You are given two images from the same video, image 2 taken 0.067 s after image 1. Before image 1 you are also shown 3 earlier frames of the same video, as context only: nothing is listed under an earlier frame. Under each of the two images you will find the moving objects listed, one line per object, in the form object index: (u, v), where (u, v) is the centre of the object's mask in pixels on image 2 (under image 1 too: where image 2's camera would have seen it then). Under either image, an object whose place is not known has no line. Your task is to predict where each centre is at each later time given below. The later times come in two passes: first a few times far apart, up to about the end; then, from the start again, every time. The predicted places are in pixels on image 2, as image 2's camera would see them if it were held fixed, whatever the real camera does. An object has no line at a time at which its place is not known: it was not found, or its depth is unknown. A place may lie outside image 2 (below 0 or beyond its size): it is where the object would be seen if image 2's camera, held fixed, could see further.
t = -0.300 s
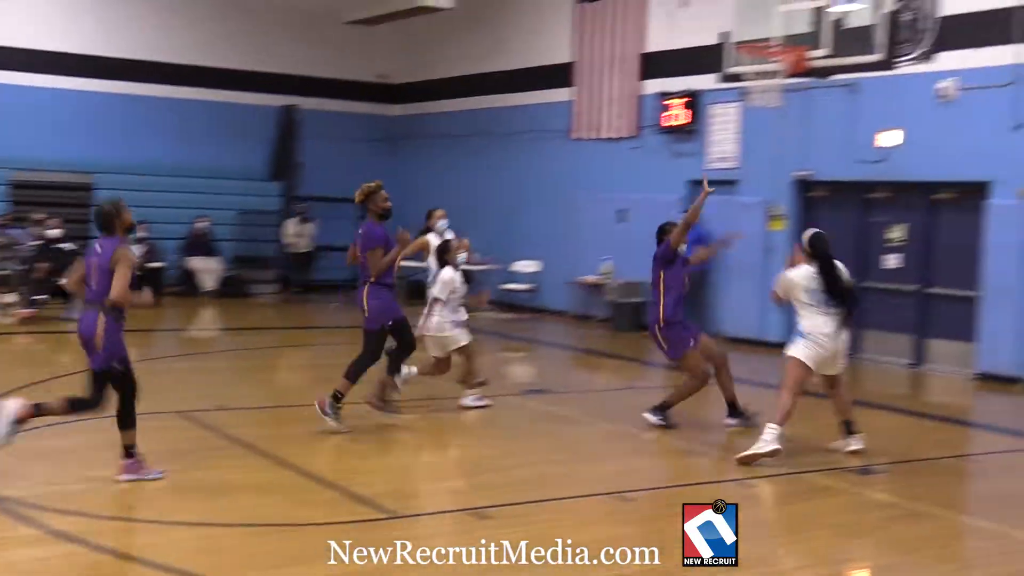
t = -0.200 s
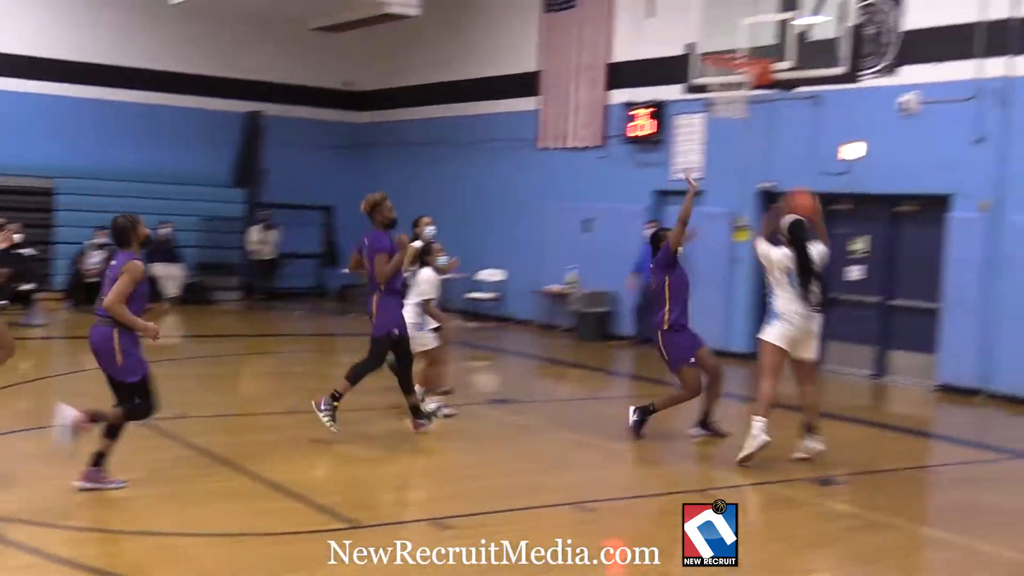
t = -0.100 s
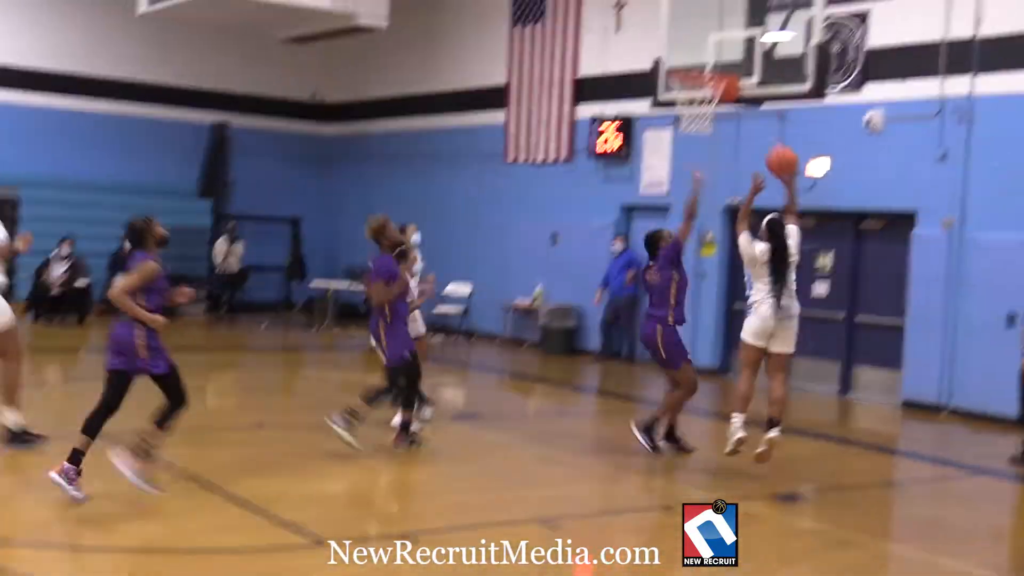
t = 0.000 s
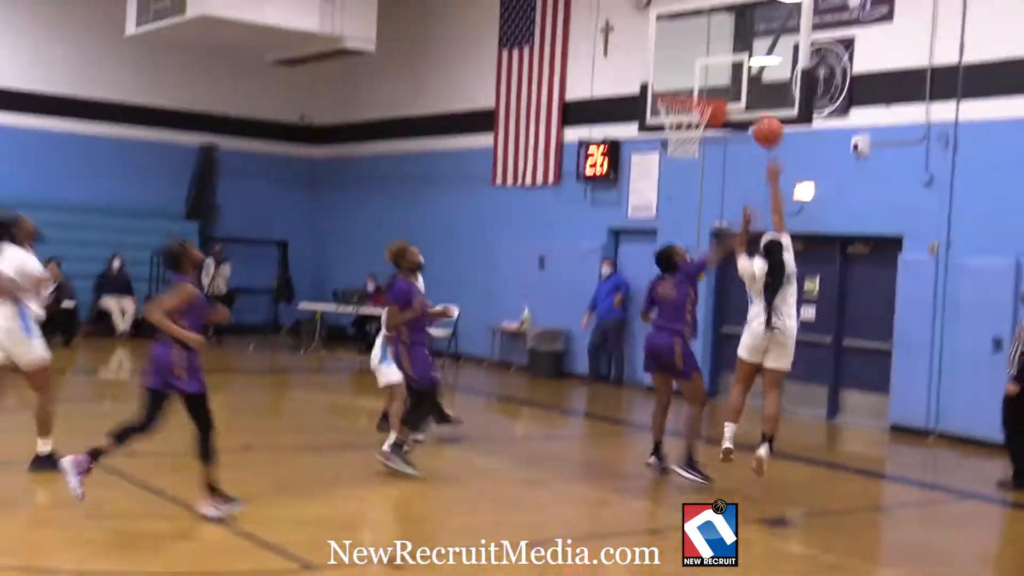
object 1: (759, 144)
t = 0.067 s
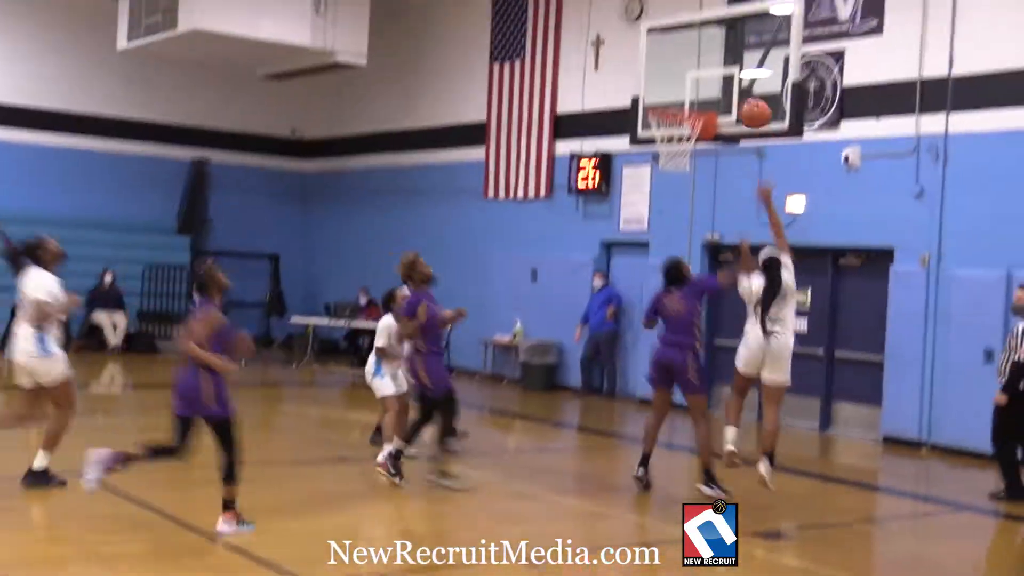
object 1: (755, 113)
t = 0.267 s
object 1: (744, 62)
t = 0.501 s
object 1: (707, 66)
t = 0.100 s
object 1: (753, 102)
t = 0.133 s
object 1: (752, 91)
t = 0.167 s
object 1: (750, 82)
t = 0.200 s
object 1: (747, 74)
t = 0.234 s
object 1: (746, 67)
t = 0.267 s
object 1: (744, 62)
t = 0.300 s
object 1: (742, 59)
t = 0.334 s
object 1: (739, 57)
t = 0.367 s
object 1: (732, 57)
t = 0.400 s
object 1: (726, 57)
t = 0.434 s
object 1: (720, 59)
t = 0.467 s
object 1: (712, 61)
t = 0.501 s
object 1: (707, 66)
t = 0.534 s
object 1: (700, 72)
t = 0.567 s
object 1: (692, 79)
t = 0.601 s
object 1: (685, 87)
